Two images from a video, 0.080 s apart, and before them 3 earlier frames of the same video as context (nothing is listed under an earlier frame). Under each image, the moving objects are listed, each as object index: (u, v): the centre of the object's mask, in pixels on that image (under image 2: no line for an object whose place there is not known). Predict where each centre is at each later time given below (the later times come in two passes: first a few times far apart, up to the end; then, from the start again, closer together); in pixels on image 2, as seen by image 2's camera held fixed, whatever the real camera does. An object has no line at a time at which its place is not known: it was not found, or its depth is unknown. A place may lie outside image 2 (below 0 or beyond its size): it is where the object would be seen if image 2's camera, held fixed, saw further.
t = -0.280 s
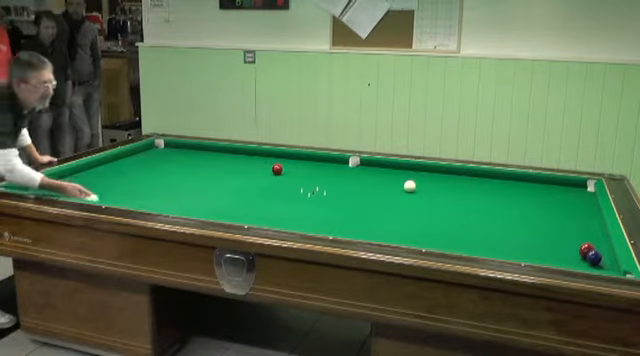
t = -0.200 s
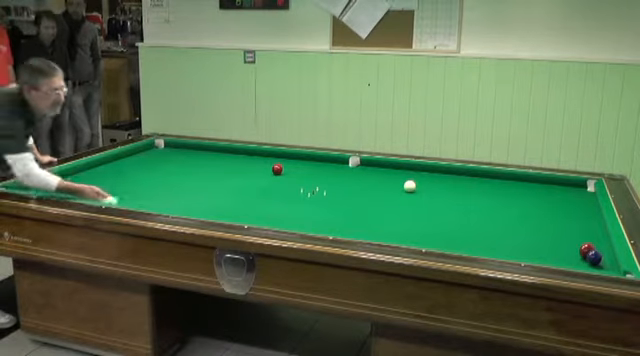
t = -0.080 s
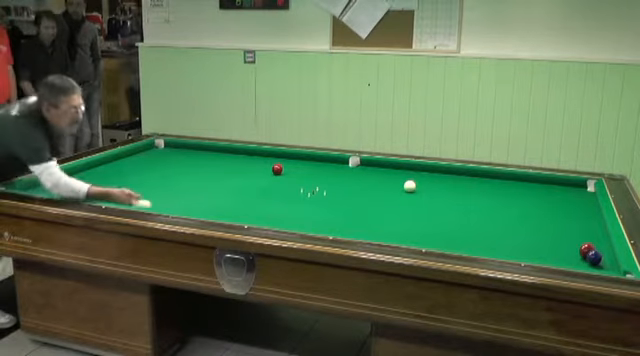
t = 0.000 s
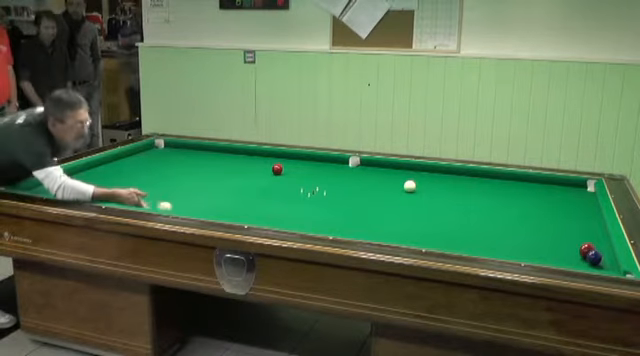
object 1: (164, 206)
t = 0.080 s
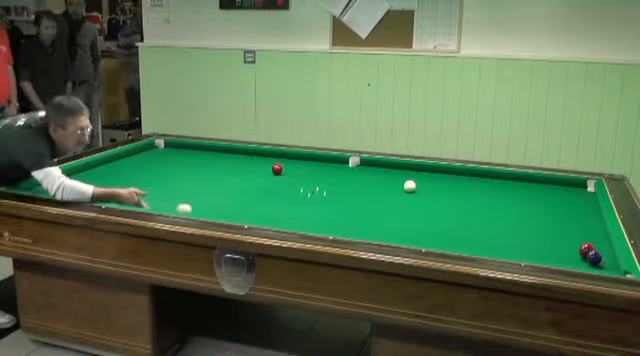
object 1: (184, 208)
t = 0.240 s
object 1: (221, 212)
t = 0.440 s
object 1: (270, 218)
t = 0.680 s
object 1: (331, 224)
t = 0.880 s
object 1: (383, 230)
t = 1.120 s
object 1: (448, 237)
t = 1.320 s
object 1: (502, 243)
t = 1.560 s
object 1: (567, 250)
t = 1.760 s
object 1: (580, 253)
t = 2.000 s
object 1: (593, 254)
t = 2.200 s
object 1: (601, 254)
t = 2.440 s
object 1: (604, 253)
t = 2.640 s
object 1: (600, 253)
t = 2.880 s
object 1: (596, 253)
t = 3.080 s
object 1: (592, 252)
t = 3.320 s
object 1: (589, 252)
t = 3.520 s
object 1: (587, 251)
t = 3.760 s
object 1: (585, 251)
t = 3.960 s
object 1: (583, 251)
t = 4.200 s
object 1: (582, 251)
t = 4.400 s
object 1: (581, 251)
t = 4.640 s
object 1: (581, 251)
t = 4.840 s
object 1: (581, 251)
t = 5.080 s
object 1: (581, 251)
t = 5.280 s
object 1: (581, 251)
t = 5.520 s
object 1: (581, 251)
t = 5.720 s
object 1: (581, 251)
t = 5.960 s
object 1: (581, 251)
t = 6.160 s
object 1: (581, 251)
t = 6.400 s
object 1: (581, 251)
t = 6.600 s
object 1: (581, 251)
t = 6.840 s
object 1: (581, 251)
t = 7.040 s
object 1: (581, 251)
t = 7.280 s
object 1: (581, 251)
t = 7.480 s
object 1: (581, 251)
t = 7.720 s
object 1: (581, 251)
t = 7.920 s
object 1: (581, 251)
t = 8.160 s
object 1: (581, 251)
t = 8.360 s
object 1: (581, 251)
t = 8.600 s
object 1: (581, 251)
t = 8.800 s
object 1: (581, 251)
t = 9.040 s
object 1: (581, 251)
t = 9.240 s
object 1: (581, 251)
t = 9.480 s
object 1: (581, 251)
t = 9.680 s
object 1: (581, 251)
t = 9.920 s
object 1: (581, 251)
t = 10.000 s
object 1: (581, 251)
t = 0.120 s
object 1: (193, 209)
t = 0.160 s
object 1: (202, 209)
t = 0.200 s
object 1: (211, 211)
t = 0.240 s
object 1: (221, 212)
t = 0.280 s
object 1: (231, 213)
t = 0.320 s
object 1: (240, 214)
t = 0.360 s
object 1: (250, 217)
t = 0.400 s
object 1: (260, 217)
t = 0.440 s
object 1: (270, 218)
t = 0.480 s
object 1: (280, 219)
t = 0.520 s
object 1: (290, 219)
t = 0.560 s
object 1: (300, 221)
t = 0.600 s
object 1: (310, 222)
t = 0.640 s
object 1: (321, 223)
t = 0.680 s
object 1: (331, 224)
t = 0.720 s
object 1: (342, 226)
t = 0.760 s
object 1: (352, 227)
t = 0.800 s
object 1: (362, 228)
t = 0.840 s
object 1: (373, 229)
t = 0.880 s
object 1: (383, 230)
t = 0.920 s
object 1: (394, 231)
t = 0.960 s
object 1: (405, 232)
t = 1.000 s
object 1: (416, 234)
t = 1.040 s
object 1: (426, 235)
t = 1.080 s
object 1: (437, 236)
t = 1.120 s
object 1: (448, 237)
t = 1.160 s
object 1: (459, 238)
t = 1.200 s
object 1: (470, 240)
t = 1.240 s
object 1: (480, 241)
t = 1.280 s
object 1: (491, 242)
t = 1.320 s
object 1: (502, 243)
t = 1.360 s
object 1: (513, 244)
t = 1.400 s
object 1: (524, 245)
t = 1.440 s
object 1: (534, 246)
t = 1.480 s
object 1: (545, 248)
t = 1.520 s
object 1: (557, 249)
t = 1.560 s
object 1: (567, 250)
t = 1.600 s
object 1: (571, 251)
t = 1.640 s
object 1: (573, 251)
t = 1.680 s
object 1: (574, 252)
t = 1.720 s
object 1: (577, 252)
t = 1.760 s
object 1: (580, 253)
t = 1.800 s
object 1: (582, 253)
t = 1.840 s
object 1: (585, 254)
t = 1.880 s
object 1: (587, 254)
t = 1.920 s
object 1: (588, 254)
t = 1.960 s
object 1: (590, 254)
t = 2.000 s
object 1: (593, 254)
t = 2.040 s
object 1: (594, 254)
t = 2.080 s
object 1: (596, 254)
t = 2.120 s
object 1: (598, 255)
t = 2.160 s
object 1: (599, 255)
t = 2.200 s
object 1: (601, 254)
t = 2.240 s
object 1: (603, 254)
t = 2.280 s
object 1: (604, 254)
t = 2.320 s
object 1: (606, 254)
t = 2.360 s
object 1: (606, 254)
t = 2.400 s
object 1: (605, 254)
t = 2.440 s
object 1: (604, 253)
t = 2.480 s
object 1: (603, 253)
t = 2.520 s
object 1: (602, 253)
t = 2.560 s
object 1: (602, 253)
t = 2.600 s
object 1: (601, 253)
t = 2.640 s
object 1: (600, 253)
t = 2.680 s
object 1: (599, 253)
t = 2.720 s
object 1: (598, 253)
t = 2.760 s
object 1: (598, 253)
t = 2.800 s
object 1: (597, 253)
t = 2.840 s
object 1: (596, 253)
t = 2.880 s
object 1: (596, 253)
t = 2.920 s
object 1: (595, 253)
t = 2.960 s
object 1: (595, 253)
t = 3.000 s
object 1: (594, 253)
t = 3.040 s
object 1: (593, 253)
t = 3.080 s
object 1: (592, 252)
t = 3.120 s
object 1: (592, 252)
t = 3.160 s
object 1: (591, 252)
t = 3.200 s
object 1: (591, 252)
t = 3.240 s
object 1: (590, 252)
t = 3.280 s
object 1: (589, 252)
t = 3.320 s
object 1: (589, 252)
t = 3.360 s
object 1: (588, 252)
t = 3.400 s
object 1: (588, 252)
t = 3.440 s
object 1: (587, 252)
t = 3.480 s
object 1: (587, 252)
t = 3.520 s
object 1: (587, 251)
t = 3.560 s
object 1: (586, 251)
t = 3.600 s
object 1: (586, 251)
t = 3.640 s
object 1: (586, 251)
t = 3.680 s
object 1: (585, 251)
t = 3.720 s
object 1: (585, 251)
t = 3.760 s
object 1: (585, 251)
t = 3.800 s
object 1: (584, 251)
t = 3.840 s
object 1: (584, 251)
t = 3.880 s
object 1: (584, 251)
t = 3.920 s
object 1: (583, 251)
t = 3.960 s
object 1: (583, 251)
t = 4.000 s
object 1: (583, 251)
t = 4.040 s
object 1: (583, 251)
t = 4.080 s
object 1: (583, 251)
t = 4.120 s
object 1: (583, 251)
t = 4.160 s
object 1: (582, 251)
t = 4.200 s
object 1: (582, 251)
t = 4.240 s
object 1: (582, 251)
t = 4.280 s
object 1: (582, 251)
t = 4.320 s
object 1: (582, 251)
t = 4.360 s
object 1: (581, 251)
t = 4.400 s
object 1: (581, 251)
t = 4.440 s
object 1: (581, 251)
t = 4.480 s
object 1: (581, 251)
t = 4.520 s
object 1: (581, 251)
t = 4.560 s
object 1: (581, 251)
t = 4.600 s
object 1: (581, 251)
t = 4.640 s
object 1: (581, 251)
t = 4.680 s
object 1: (581, 251)
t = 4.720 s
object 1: (581, 251)
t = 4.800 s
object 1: (581, 251)
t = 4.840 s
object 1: (581, 251)
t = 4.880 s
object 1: (581, 251)
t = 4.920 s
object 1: (581, 251)
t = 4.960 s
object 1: (581, 251)
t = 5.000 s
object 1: (581, 251)
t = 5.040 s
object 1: (581, 251)
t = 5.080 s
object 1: (581, 251)
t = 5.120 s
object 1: (581, 251)
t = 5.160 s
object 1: (581, 251)
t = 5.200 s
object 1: (581, 251)
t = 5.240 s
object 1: (581, 251)
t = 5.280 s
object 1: (581, 251)
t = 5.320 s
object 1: (581, 251)
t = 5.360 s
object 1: (581, 251)
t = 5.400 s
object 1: (581, 251)
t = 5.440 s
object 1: (581, 251)
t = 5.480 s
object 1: (581, 251)
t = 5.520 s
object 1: (581, 251)
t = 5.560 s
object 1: (581, 251)
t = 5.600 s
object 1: (581, 251)
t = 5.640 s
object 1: (581, 251)
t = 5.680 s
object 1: (581, 251)
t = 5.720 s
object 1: (581, 251)
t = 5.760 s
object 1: (581, 251)
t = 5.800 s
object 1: (581, 251)
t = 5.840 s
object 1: (581, 251)
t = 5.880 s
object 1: (581, 251)
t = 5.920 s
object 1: (581, 251)
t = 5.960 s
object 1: (581, 251)
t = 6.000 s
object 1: (581, 251)
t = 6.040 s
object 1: (581, 251)
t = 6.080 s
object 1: (581, 251)
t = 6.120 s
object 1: (581, 251)
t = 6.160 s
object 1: (581, 251)
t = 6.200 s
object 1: (581, 251)
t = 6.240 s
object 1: (581, 251)
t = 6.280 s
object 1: (581, 251)
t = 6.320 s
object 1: (581, 251)
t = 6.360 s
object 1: (581, 251)
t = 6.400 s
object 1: (581, 251)
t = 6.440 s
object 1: (581, 251)
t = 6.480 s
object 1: (581, 251)
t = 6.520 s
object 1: (581, 251)
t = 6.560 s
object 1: (581, 251)
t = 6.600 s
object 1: (581, 251)
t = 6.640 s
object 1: (581, 251)
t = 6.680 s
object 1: (581, 251)
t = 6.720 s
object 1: (581, 251)
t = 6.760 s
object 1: (581, 251)
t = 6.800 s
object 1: (581, 251)
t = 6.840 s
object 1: (581, 251)
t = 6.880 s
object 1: (581, 251)
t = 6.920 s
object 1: (581, 251)
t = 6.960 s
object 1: (581, 251)
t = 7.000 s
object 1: (581, 251)
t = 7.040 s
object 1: (581, 251)
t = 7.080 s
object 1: (581, 251)
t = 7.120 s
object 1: (581, 251)
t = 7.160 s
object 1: (581, 251)
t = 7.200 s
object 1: (581, 251)
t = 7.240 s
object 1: (581, 251)
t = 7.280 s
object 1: (581, 251)
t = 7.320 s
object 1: (581, 251)
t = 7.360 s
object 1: (581, 251)
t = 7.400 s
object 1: (581, 251)
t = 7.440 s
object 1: (581, 251)
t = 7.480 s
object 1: (581, 251)
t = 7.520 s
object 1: (581, 251)
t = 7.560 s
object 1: (581, 251)
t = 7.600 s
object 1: (581, 251)
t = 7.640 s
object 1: (581, 251)
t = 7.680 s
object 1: (581, 251)
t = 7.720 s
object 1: (581, 251)
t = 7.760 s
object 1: (581, 251)
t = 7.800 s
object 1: (581, 251)
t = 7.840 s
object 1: (581, 251)
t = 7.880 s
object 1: (581, 251)
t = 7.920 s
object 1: (581, 251)
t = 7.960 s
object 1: (581, 251)
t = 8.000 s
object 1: (581, 251)
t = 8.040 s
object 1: (581, 251)
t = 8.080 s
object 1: (581, 251)
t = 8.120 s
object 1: (581, 251)
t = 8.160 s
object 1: (581, 251)
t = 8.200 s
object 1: (581, 251)
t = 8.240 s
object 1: (581, 251)
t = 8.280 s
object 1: (581, 251)
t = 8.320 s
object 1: (581, 251)
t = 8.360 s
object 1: (581, 251)
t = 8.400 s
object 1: (581, 251)
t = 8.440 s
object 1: (581, 251)
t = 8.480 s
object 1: (581, 251)
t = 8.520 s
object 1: (581, 251)
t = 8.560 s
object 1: (581, 251)
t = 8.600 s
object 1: (581, 251)
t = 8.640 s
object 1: (581, 251)
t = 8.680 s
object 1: (581, 251)
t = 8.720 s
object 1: (581, 251)
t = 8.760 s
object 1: (581, 251)
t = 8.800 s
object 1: (581, 251)
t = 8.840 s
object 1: (581, 251)
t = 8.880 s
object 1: (581, 251)
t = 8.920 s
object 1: (581, 251)
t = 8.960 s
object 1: (581, 251)
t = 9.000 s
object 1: (581, 251)
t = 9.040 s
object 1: (581, 251)
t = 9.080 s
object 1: (581, 251)
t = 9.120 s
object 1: (581, 251)
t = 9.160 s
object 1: (581, 251)
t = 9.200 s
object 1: (581, 251)
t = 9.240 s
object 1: (581, 251)
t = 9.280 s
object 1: (581, 251)
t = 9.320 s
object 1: (581, 251)
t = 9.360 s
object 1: (581, 251)
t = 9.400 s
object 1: (581, 251)
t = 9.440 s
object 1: (581, 251)
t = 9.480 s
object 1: (581, 251)
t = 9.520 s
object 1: (581, 251)
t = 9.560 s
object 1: (581, 251)
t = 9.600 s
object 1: (581, 251)
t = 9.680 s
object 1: (581, 251)
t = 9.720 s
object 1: (581, 251)
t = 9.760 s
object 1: (581, 251)
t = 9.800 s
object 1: (581, 251)
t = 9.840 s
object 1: (581, 251)
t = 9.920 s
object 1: (581, 251)
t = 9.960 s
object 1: (581, 251)
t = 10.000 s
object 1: (581, 251)
